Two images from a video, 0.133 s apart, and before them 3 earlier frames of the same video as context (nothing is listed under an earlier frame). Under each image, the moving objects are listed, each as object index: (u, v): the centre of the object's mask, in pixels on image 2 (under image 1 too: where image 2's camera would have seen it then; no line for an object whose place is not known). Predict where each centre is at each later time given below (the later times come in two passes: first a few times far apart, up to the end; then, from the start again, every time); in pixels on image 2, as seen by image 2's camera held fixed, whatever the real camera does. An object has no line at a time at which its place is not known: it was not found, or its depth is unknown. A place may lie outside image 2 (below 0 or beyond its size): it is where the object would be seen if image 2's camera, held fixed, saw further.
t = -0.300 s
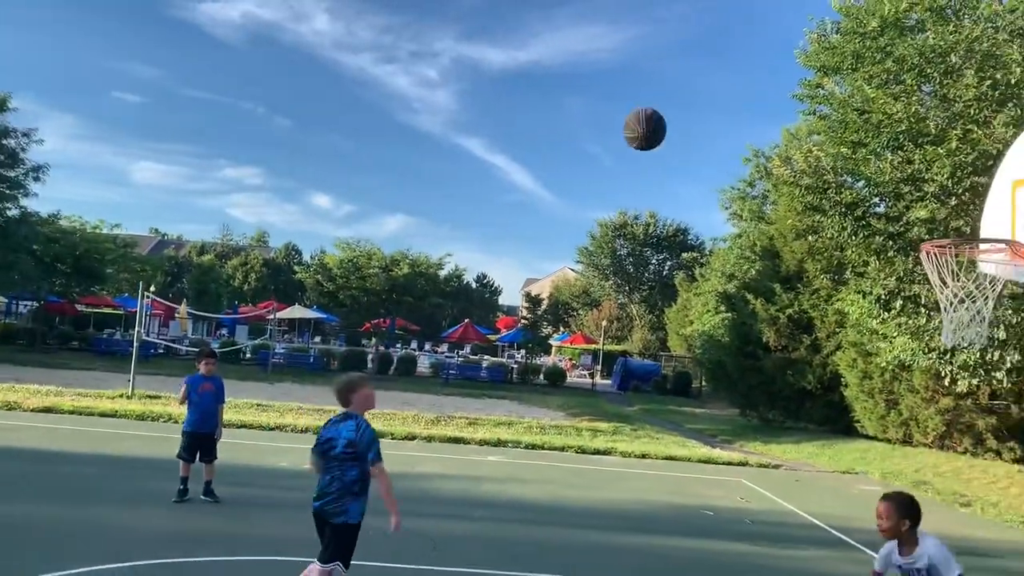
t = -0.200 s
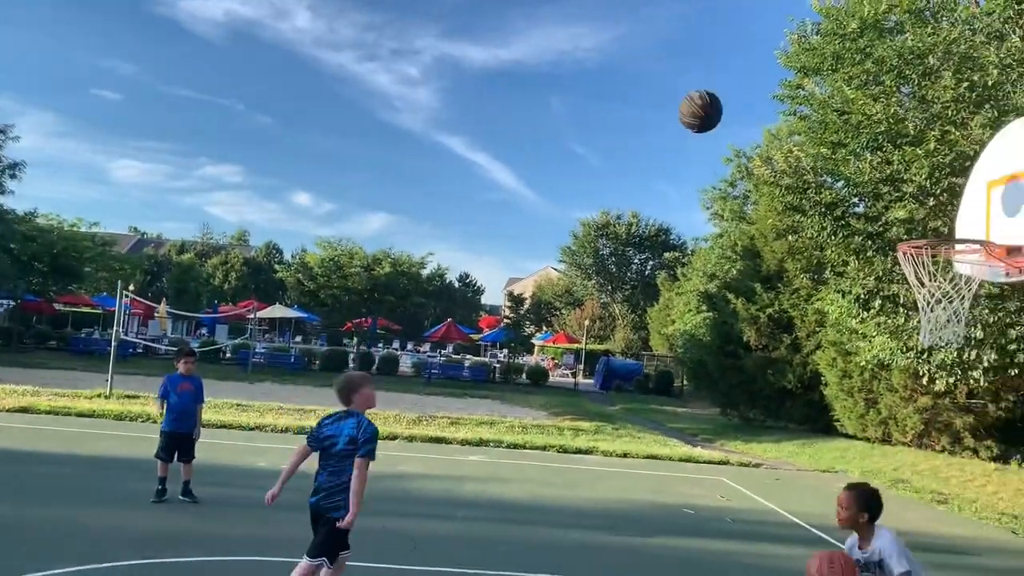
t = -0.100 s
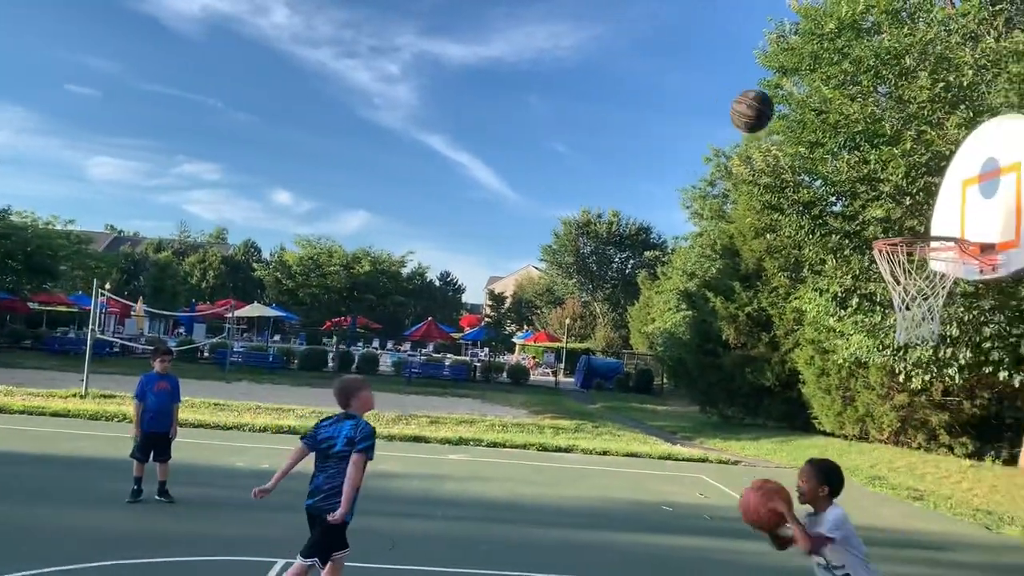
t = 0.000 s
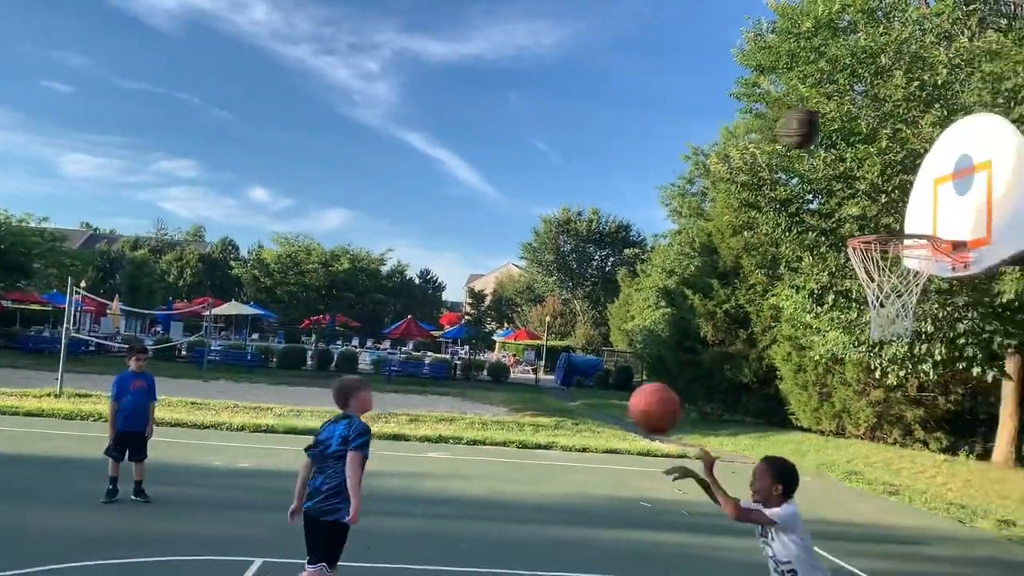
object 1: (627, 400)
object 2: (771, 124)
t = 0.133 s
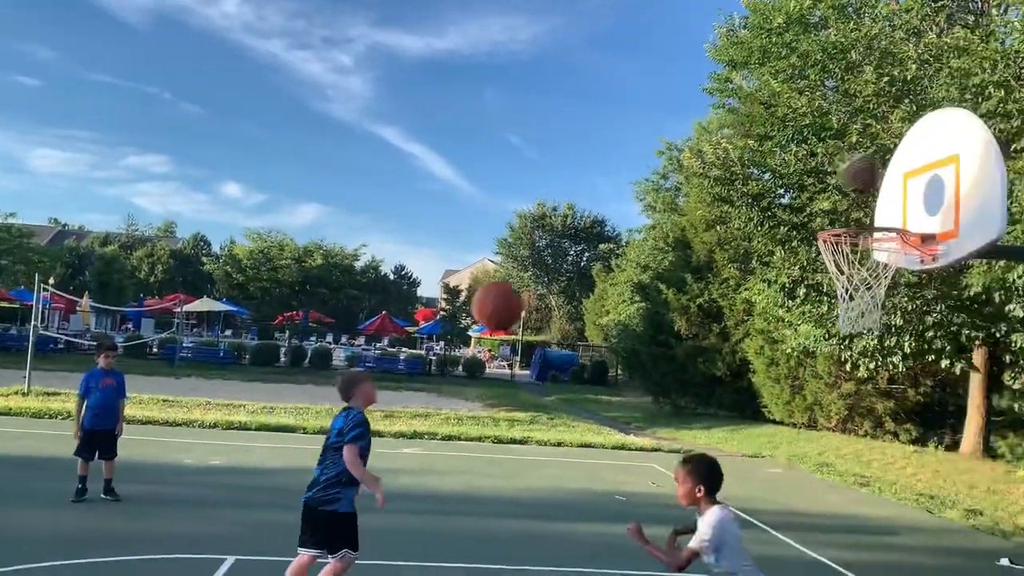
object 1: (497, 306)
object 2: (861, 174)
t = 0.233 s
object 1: (395, 256)
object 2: (916, 202)
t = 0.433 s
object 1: (178, 222)
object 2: (876, 142)
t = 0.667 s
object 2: (827, 152)
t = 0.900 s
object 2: (771, 261)
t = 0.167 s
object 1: (464, 286)
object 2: (882, 192)
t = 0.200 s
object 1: (430, 271)
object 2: (904, 210)
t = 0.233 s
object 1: (395, 256)
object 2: (916, 202)
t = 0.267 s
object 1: (360, 244)
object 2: (911, 187)
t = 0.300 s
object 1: (324, 235)
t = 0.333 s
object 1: (288, 228)
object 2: (897, 163)
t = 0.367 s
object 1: (252, 223)
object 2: (890, 154)
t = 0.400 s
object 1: (216, 222)
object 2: (883, 146)
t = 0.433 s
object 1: (178, 222)
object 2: (876, 142)
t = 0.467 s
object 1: (140, 224)
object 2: (868, 137)
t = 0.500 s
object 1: (102, 230)
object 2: (861, 134)
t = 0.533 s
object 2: (855, 135)
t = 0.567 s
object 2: (847, 136)
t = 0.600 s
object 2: (841, 141)
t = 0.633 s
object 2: (832, 146)
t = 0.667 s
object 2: (827, 152)
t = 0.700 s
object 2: (818, 163)
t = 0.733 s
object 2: (810, 175)
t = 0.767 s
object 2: (802, 188)
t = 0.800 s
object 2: (794, 204)
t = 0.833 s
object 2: (785, 222)
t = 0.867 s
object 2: (780, 239)
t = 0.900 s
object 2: (771, 261)
